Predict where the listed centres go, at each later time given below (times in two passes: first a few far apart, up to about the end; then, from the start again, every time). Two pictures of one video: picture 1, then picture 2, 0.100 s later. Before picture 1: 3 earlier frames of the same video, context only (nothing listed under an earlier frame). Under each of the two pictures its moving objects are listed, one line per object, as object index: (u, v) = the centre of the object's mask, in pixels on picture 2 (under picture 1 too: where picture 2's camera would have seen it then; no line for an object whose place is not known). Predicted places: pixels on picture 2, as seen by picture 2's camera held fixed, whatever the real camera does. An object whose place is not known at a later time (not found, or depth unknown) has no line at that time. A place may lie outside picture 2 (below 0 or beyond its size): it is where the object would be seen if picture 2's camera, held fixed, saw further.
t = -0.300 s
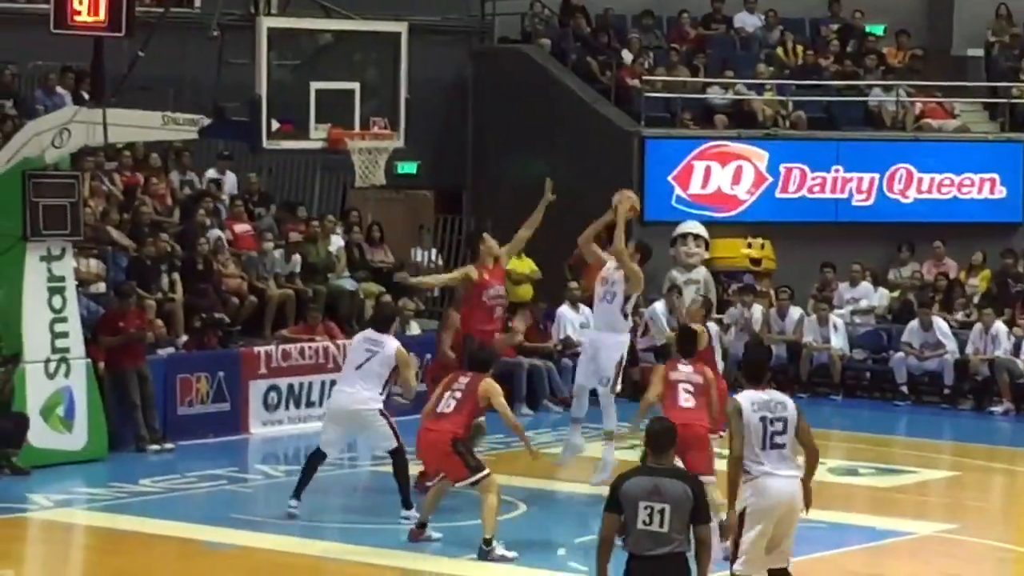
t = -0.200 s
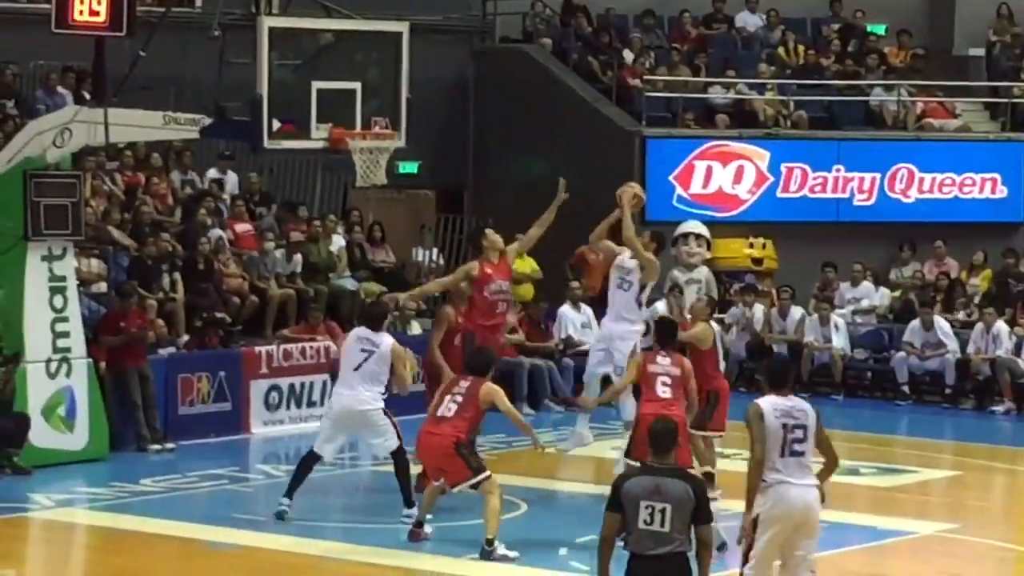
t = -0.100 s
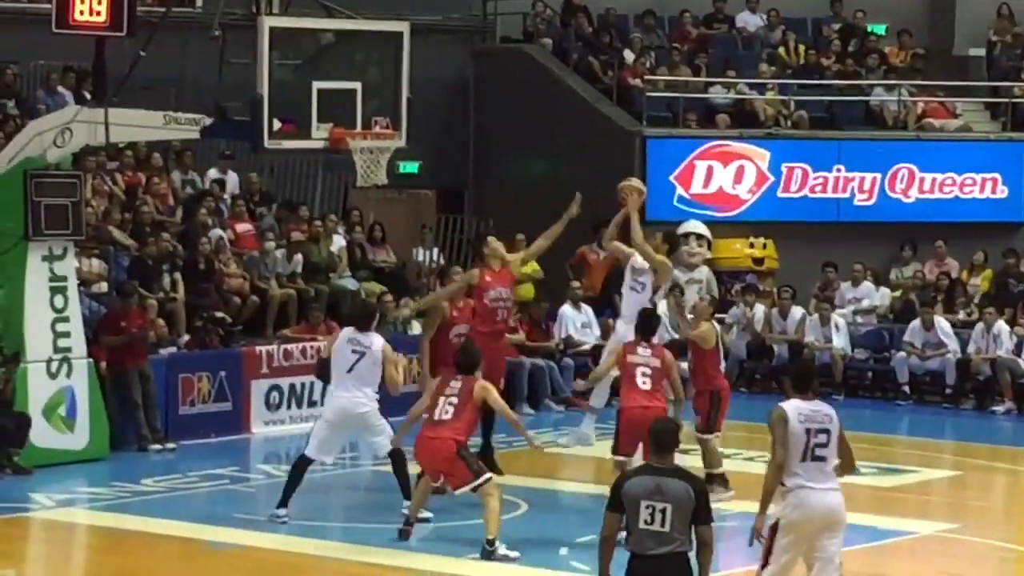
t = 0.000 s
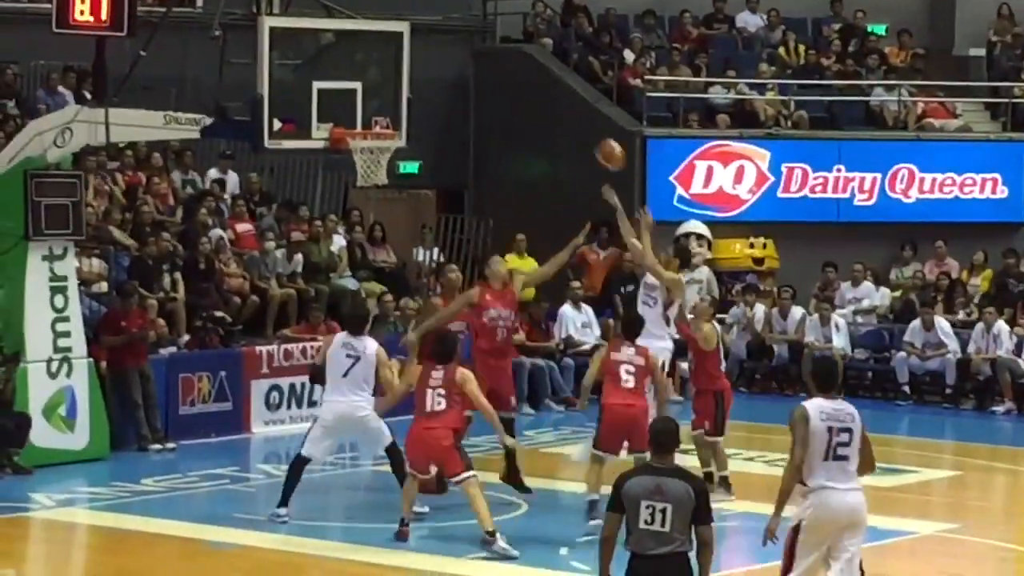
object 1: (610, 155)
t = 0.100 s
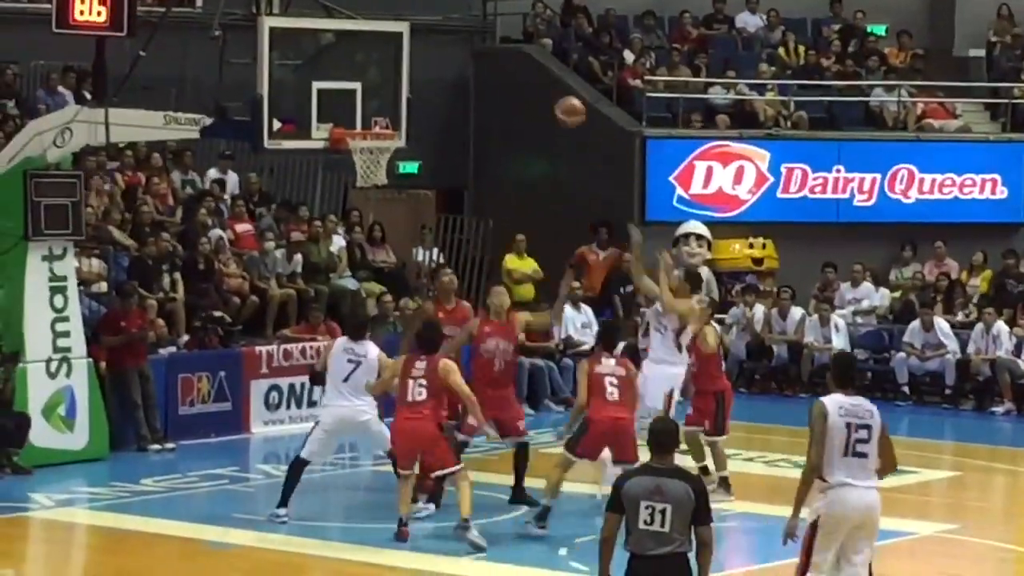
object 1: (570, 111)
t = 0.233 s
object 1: (516, 72)
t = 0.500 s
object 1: (411, 53)
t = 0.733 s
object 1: (372, 105)
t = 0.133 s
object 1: (558, 99)
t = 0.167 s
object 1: (544, 89)
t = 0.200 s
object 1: (530, 80)
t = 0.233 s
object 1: (516, 72)
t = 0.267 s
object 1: (503, 65)
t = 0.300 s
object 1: (491, 60)
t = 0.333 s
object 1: (478, 55)
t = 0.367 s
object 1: (464, 52)
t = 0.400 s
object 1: (451, 50)
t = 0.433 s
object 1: (438, 49)
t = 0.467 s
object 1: (425, 51)
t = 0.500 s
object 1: (411, 53)
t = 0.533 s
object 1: (397, 58)
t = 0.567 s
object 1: (385, 62)
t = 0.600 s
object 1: (372, 68)
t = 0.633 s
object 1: (361, 76)
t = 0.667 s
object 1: (364, 85)
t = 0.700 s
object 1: (368, 95)
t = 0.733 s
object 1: (372, 105)
